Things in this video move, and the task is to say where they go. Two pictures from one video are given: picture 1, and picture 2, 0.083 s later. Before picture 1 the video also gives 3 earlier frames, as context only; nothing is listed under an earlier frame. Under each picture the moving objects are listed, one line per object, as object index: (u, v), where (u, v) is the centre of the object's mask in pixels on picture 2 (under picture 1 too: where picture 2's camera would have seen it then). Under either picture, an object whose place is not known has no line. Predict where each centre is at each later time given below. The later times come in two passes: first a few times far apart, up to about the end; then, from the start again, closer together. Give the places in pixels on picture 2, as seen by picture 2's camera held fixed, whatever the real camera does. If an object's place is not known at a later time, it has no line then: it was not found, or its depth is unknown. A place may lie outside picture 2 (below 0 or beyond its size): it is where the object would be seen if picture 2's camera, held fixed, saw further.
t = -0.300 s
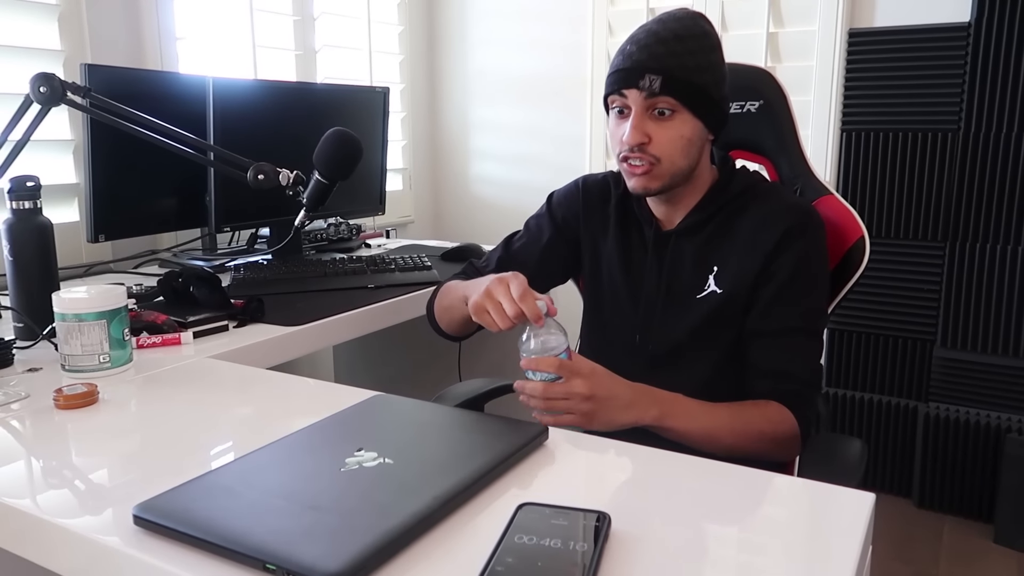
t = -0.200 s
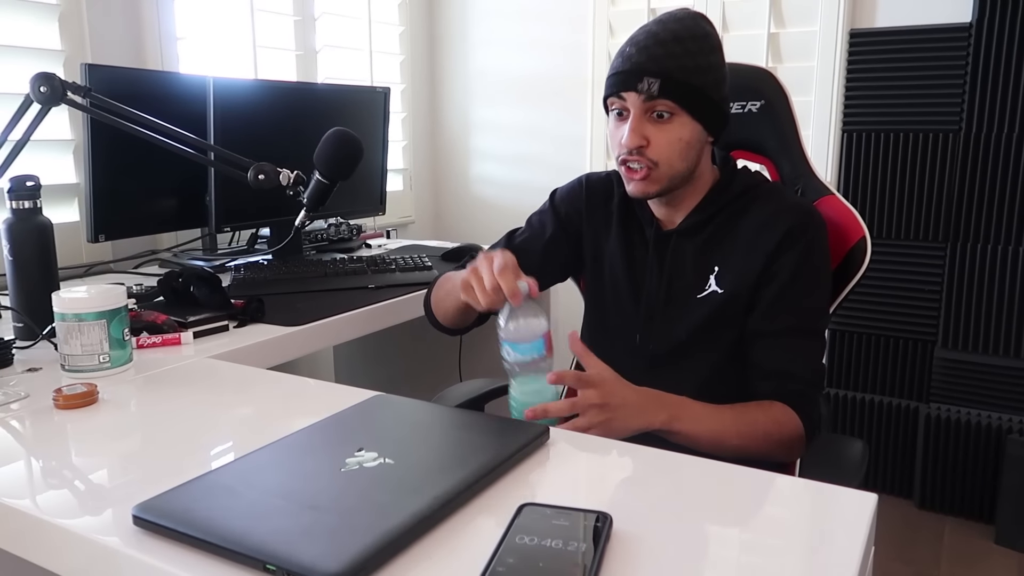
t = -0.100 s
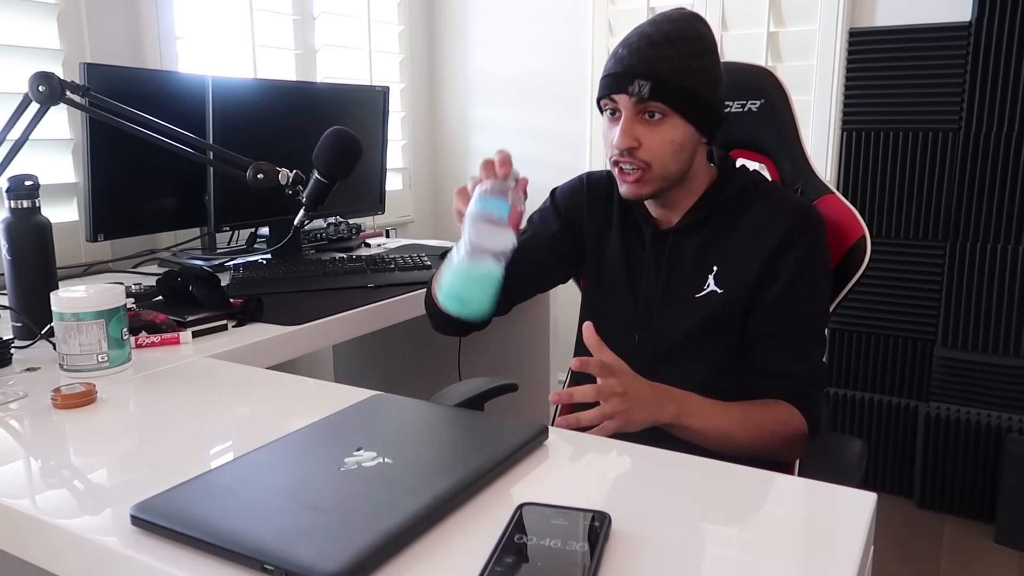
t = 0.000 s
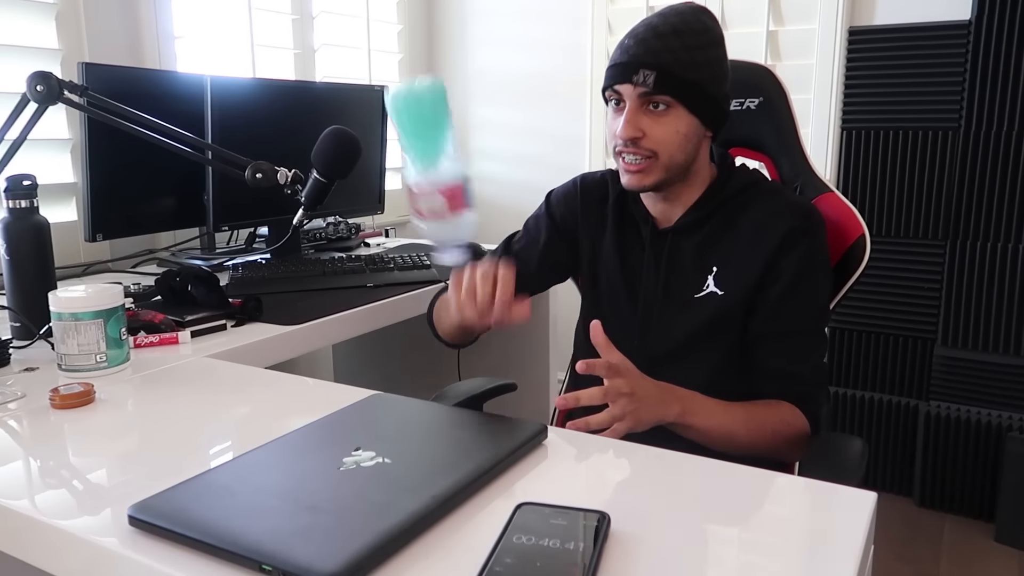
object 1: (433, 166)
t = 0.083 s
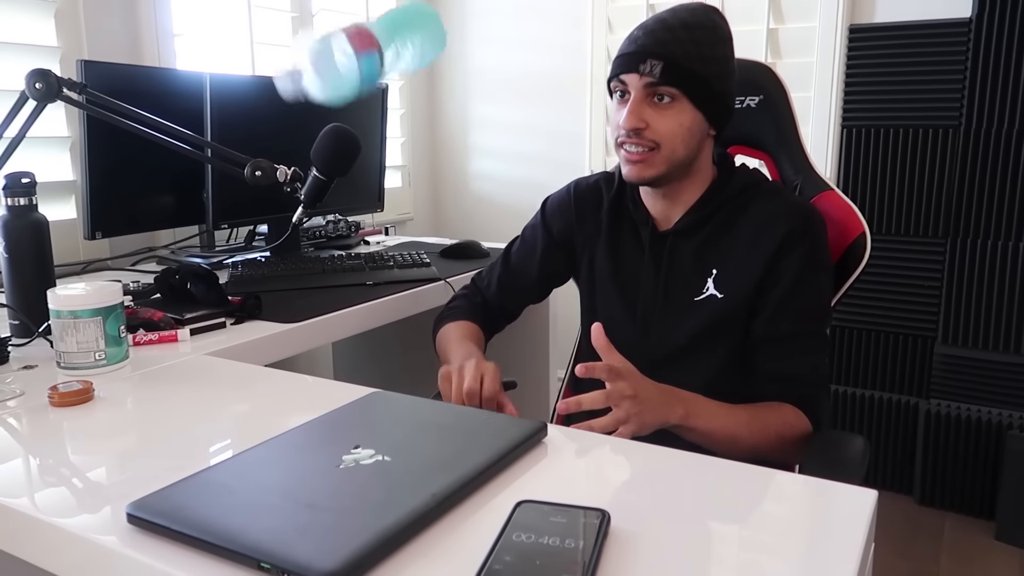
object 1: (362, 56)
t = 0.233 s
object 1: (313, 78)
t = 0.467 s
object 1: (253, 357)
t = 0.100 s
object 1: (357, 38)
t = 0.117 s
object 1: (352, 31)
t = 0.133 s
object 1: (351, 30)
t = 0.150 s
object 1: (350, 33)
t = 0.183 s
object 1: (340, 46)
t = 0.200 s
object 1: (332, 55)
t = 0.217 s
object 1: (322, 65)
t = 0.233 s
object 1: (313, 78)
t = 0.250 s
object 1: (304, 93)
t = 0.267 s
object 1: (295, 111)
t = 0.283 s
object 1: (287, 134)
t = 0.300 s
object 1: (282, 164)
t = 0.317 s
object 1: (276, 194)
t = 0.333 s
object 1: (271, 227)
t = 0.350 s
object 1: (268, 268)
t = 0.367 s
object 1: (264, 310)
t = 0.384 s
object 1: (261, 359)
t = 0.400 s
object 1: (255, 359)
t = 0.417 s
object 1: (254, 358)
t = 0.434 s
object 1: (255, 357)
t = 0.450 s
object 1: (255, 357)
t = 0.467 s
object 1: (253, 357)
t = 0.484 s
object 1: (250, 357)
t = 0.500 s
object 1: (246, 357)
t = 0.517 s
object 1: (242, 357)
